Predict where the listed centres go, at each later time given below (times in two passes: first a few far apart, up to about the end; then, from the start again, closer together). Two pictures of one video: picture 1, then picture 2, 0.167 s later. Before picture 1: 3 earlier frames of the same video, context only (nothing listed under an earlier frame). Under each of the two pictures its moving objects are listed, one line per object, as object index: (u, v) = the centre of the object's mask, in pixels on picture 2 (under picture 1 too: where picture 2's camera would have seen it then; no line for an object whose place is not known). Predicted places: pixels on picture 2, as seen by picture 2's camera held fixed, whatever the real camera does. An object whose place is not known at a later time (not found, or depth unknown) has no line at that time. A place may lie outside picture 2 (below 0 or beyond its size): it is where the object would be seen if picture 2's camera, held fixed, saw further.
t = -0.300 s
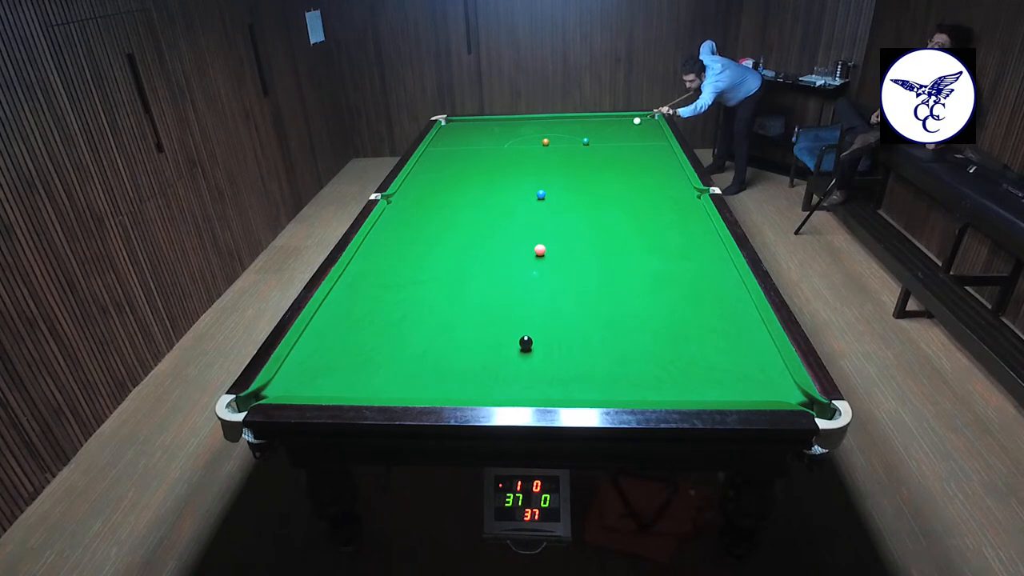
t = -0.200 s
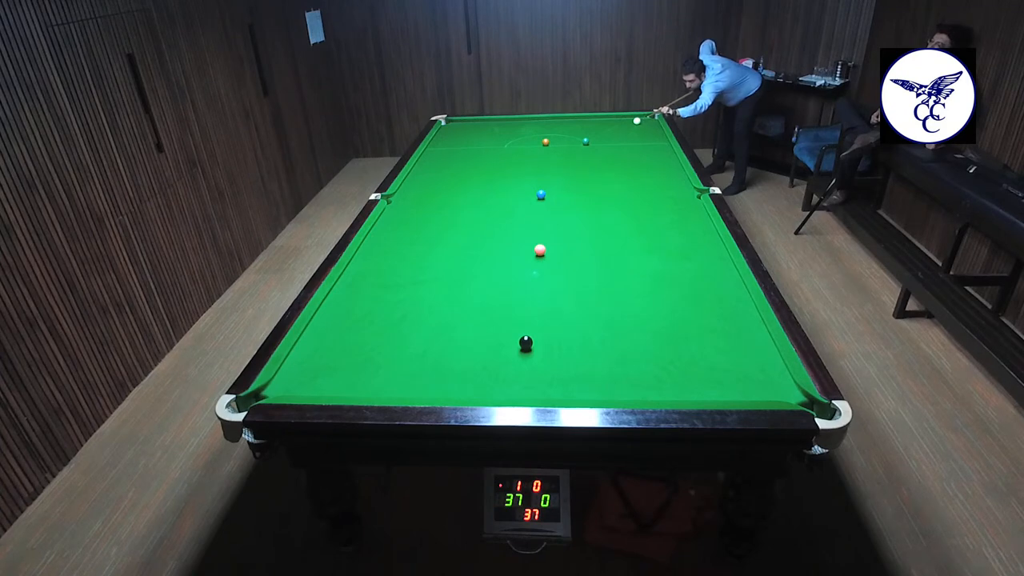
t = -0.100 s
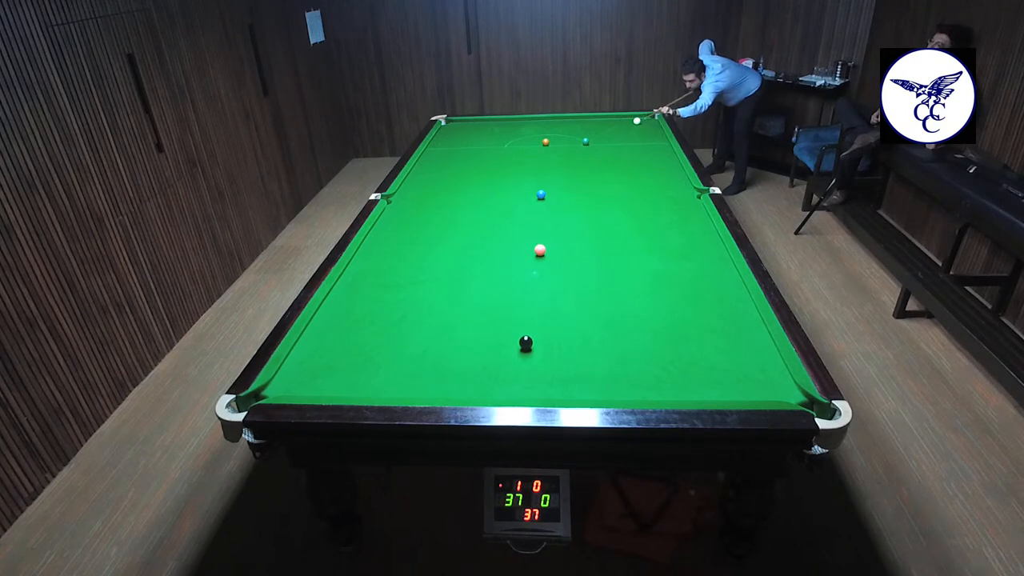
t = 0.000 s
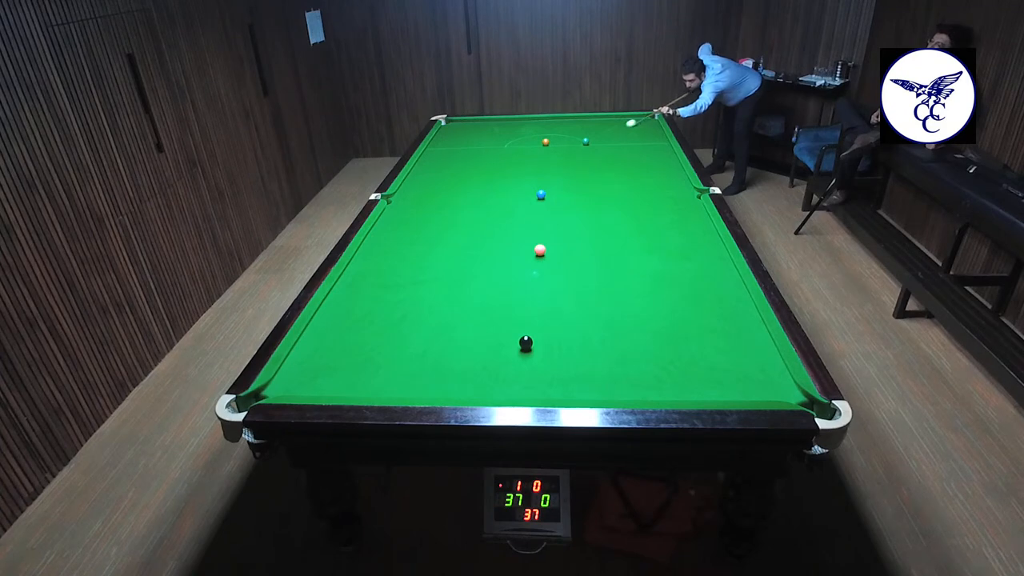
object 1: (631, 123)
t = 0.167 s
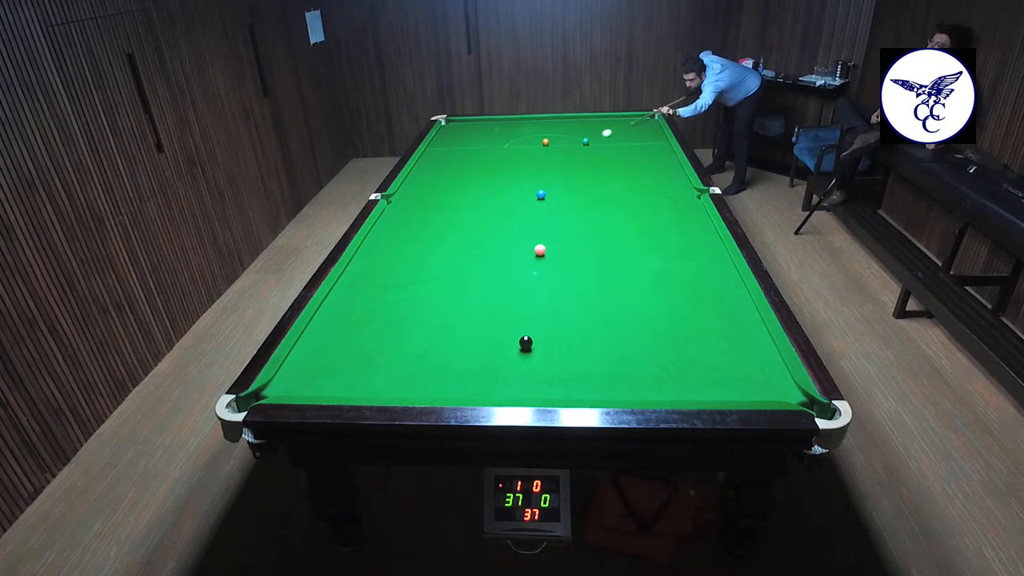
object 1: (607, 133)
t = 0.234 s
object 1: (598, 136)
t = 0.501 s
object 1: (594, 141)
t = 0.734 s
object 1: (597, 143)
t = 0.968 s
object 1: (600, 144)
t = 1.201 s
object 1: (603, 146)
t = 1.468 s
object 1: (606, 147)
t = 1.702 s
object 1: (608, 148)
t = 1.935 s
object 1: (610, 149)
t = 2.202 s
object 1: (612, 150)
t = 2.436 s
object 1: (613, 151)
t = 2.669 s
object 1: (614, 151)
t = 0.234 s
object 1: (598, 136)
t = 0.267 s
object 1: (594, 138)
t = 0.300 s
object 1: (591, 139)
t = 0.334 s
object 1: (592, 140)
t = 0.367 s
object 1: (592, 140)
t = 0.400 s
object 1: (592, 140)
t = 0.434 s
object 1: (593, 141)
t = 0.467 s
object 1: (593, 141)
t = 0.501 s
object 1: (594, 141)
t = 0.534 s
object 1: (594, 141)
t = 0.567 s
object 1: (595, 142)
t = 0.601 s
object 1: (595, 142)
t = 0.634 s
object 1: (596, 142)
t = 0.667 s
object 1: (596, 142)
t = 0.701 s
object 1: (597, 142)
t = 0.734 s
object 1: (597, 143)
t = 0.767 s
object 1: (598, 143)
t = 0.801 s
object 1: (598, 143)
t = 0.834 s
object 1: (599, 143)
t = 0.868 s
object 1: (599, 144)
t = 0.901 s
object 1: (600, 144)
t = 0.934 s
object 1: (600, 144)
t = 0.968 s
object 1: (600, 144)
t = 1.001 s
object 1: (601, 145)
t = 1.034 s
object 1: (601, 145)
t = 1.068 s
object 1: (602, 145)
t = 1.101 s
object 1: (602, 145)
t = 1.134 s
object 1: (602, 145)
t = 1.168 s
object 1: (603, 146)
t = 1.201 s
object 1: (603, 146)
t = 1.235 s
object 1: (604, 146)
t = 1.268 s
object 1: (604, 146)
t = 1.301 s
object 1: (604, 146)
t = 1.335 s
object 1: (605, 146)
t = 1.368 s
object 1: (605, 147)
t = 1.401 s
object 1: (605, 147)
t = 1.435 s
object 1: (606, 147)
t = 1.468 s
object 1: (606, 147)
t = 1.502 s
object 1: (606, 147)
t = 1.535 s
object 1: (607, 148)
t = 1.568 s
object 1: (607, 148)
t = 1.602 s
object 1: (608, 148)
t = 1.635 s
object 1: (608, 148)
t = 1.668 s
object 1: (608, 148)
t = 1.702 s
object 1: (608, 148)
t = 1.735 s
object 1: (609, 148)
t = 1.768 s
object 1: (609, 148)
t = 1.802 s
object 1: (609, 149)
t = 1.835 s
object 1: (609, 149)
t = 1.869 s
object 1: (610, 149)
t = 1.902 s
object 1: (610, 149)
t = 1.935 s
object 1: (610, 149)
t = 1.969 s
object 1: (610, 149)
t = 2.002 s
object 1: (611, 149)
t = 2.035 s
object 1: (611, 150)
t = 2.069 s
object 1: (611, 150)
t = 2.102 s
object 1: (612, 150)
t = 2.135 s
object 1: (612, 150)
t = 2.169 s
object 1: (612, 150)
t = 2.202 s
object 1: (612, 150)
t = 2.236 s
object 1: (612, 150)
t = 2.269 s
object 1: (612, 150)
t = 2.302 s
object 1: (613, 151)
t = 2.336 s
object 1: (613, 151)
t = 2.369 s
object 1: (613, 151)
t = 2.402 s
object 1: (613, 151)
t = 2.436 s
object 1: (613, 151)
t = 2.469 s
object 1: (613, 151)
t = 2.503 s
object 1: (613, 151)
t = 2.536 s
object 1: (614, 151)
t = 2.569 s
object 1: (614, 151)
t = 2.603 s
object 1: (614, 151)
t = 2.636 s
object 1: (614, 151)
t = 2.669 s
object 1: (614, 151)
